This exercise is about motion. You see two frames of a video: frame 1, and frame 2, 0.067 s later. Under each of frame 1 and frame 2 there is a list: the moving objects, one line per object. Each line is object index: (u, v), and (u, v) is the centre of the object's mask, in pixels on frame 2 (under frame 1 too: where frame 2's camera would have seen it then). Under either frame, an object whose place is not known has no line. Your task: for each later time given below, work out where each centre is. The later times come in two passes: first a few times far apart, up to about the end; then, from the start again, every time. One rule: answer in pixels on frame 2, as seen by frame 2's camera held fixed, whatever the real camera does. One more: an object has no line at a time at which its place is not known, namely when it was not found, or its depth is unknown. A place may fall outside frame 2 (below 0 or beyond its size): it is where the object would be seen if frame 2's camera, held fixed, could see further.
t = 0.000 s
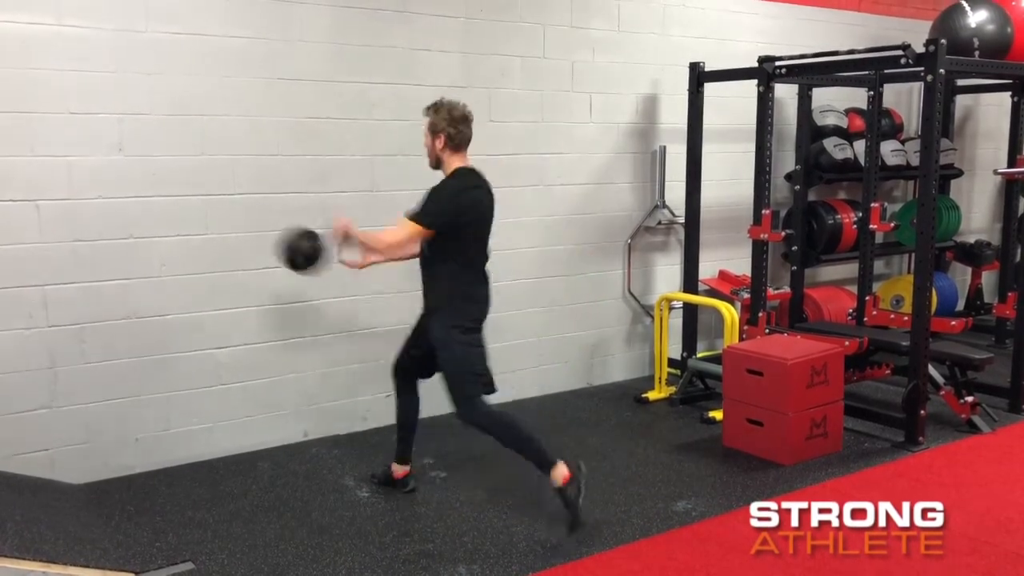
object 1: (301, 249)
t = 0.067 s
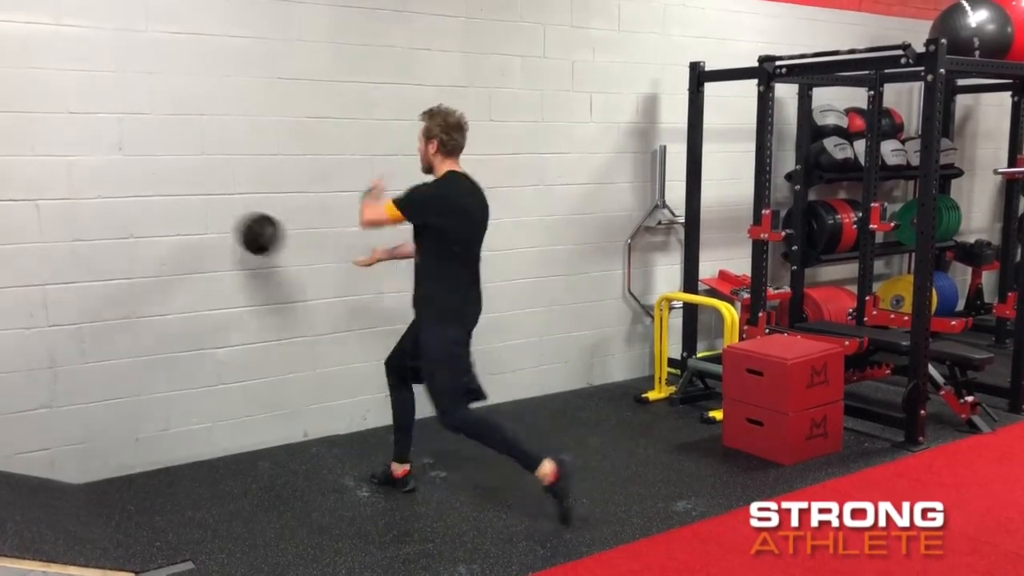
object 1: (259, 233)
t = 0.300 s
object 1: (265, 250)
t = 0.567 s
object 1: (299, 398)
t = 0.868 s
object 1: (305, 448)
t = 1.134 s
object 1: (304, 447)
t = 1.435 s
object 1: (304, 447)
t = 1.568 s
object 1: (304, 447)
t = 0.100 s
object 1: (241, 229)
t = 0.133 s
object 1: (246, 226)
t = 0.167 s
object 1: (250, 227)
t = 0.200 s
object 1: (253, 229)
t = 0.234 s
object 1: (257, 235)
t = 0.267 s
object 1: (261, 241)
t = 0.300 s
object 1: (265, 250)
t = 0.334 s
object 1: (269, 261)
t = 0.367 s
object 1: (273, 274)
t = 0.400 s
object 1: (277, 289)
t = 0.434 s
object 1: (281, 306)
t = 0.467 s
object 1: (286, 327)
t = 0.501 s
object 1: (290, 349)
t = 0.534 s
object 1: (294, 373)
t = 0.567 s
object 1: (299, 398)
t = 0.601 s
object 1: (302, 425)
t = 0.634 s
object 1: (306, 451)
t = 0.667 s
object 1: (304, 448)
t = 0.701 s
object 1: (304, 447)
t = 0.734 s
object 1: (305, 447)
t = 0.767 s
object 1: (305, 448)
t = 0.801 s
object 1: (305, 448)
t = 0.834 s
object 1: (305, 448)
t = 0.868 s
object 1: (305, 448)
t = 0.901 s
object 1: (305, 448)
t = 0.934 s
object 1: (305, 448)
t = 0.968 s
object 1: (305, 448)
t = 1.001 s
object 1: (305, 448)
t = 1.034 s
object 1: (305, 447)
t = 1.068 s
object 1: (305, 447)
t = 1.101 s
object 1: (304, 447)
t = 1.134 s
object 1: (304, 447)
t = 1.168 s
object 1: (304, 447)
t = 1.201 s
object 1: (304, 447)
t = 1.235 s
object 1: (304, 447)
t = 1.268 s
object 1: (304, 447)
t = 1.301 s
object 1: (304, 447)
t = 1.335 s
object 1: (304, 447)
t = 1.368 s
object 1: (304, 447)
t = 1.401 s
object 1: (304, 447)
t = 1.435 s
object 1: (304, 447)
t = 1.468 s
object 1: (304, 447)
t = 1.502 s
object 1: (304, 447)
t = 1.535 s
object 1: (304, 447)
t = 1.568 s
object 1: (304, 447)
